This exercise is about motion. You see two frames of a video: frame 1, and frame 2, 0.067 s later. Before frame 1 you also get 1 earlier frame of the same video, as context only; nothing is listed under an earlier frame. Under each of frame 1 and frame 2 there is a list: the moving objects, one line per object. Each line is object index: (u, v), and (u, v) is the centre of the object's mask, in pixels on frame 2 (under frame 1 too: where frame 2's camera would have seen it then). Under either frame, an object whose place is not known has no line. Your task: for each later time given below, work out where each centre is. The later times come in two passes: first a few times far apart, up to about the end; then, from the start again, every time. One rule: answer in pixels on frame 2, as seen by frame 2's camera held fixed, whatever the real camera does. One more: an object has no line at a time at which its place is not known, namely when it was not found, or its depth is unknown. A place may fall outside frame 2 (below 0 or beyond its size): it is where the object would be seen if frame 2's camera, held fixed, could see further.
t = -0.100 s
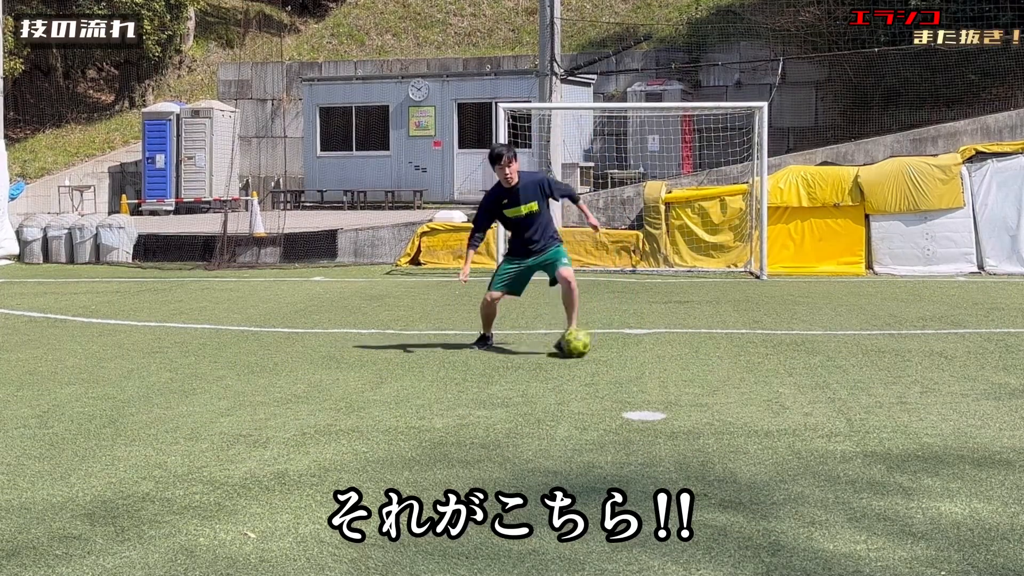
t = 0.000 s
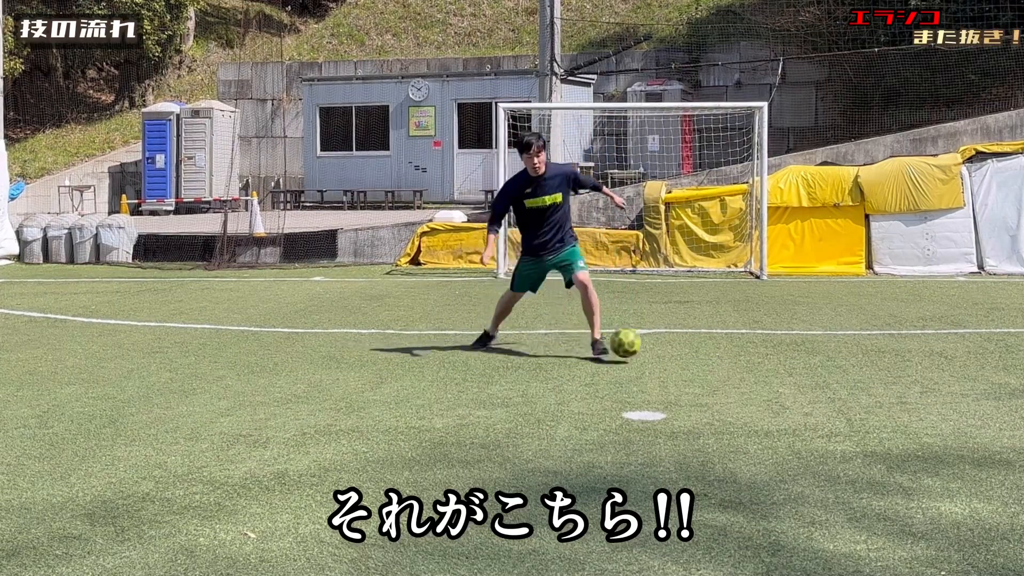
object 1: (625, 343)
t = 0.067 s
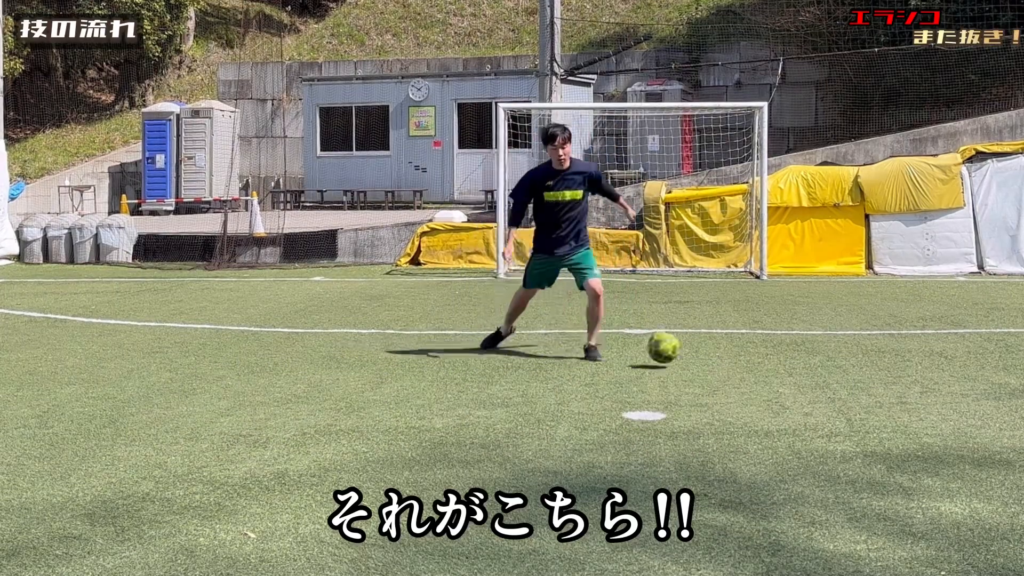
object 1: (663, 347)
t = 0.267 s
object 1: (771, 366)
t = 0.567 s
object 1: (899, 390)
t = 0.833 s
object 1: (1012, 409)
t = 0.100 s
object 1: (683, 353)
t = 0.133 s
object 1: (702, 358)
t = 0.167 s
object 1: (719, 359)
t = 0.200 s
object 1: (738, 362)
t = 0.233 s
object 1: (755, 365)
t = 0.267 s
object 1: (771, 366)
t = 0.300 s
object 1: (786, 369)
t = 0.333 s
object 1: (802, 373)
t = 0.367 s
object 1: (818, 375)
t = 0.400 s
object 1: (831, 376)
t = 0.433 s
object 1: (846, 379)
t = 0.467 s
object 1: (860, 382)
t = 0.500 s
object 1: (873, 384)
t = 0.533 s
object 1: (887, 387)
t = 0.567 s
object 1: (899, 390)
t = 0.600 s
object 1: (913, 392)
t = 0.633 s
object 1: (928, 394)
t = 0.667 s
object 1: (943, 396)
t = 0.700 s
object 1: (958, 399)
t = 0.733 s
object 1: (973, 401)
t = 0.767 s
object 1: (988, 403)
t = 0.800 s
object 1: (1003, 405)
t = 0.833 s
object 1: (1012, 409)
